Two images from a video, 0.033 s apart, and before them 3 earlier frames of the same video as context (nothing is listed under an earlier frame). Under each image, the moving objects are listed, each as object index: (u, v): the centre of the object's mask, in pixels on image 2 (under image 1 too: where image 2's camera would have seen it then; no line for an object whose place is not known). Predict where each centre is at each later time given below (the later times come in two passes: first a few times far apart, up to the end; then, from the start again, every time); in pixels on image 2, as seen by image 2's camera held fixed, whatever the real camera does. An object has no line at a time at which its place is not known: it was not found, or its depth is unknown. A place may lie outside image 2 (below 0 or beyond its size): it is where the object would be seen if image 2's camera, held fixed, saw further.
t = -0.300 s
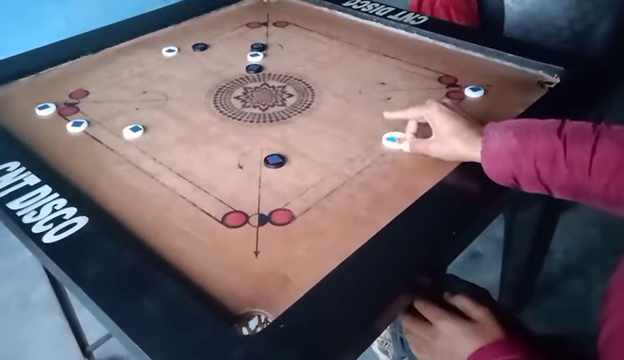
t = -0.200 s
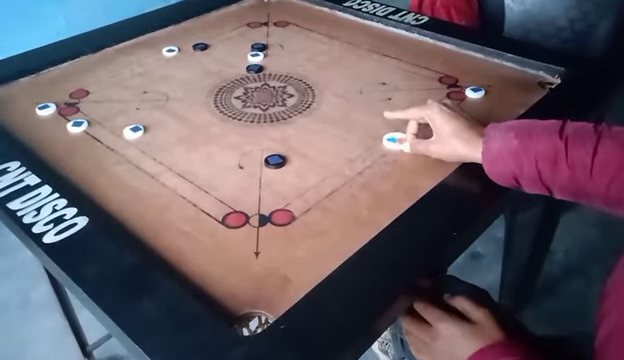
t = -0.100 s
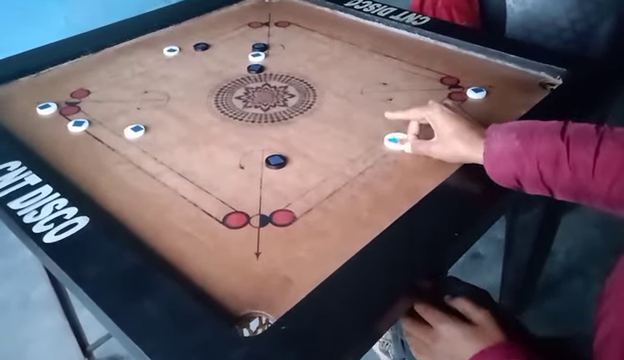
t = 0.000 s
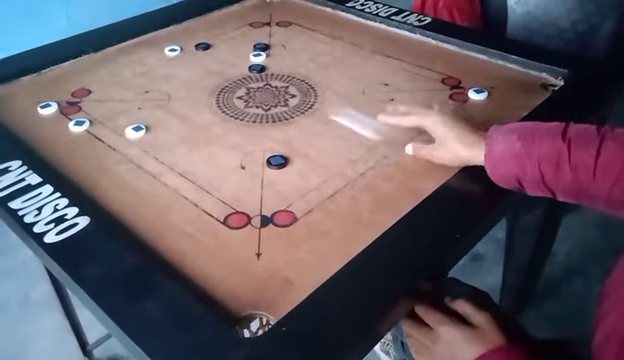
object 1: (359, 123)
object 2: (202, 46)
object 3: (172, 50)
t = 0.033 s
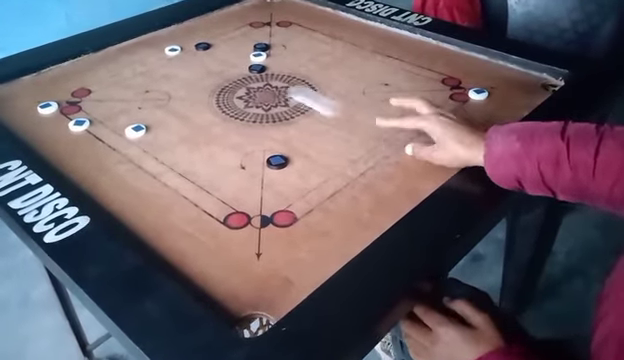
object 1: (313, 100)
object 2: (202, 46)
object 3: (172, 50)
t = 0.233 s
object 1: (231, 61)
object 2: (174, 32)
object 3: (79, 71)
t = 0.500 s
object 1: (193, 44)
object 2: (249, 43)
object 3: (38, 84)
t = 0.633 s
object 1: (182, 39)
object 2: (253, 42)
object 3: (87, 65)
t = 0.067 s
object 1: (278, 81)
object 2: (202, 46)
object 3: (172, 50)
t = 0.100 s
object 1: (260, 73)
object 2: (202, 46)
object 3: (172, 50)
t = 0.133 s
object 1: (253, 70)
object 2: (186, 44)
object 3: (165, 52)
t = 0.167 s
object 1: (245, 67)
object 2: (179, 39)
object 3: (137, 58)
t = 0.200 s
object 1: (238, 64)
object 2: (173, 33)
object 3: (106, 64)
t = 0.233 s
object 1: (231, 61)
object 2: (174, 32)
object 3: (79, 71)
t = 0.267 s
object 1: (225, 59)
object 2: (186, 33)
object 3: (49, 77)
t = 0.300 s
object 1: (220, 56)
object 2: (197, 35)
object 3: (21, 86)
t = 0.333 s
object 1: (214, 54)
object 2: (209, 37)
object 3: (6, 92)
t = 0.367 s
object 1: (209, 52)
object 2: (218, 38)
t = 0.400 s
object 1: (205, 50)
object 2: (227, 39)
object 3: (2, 93)
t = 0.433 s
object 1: (200, 48)
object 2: (235, 40)
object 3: (11, 90)
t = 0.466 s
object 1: (196, 46)
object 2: (242, 41)
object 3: (25, 89)
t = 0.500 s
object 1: (193, 44)
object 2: (249, 43)
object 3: (38, 84)
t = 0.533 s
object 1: (190, 43)
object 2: (251, 43)
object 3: (51, 78)
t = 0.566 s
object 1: (187, 41)
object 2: (252, 42)
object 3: (63, 74)
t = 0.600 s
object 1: (185, 40)
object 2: (253, 42)
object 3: (75, 69)
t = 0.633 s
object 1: (182, 39)
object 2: (253, 42)
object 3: (87, 65)
